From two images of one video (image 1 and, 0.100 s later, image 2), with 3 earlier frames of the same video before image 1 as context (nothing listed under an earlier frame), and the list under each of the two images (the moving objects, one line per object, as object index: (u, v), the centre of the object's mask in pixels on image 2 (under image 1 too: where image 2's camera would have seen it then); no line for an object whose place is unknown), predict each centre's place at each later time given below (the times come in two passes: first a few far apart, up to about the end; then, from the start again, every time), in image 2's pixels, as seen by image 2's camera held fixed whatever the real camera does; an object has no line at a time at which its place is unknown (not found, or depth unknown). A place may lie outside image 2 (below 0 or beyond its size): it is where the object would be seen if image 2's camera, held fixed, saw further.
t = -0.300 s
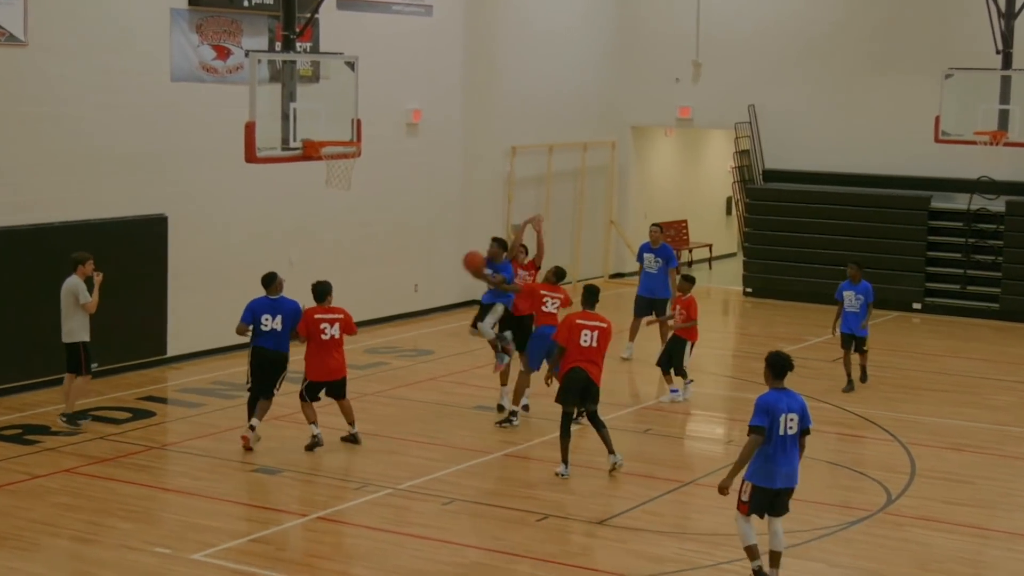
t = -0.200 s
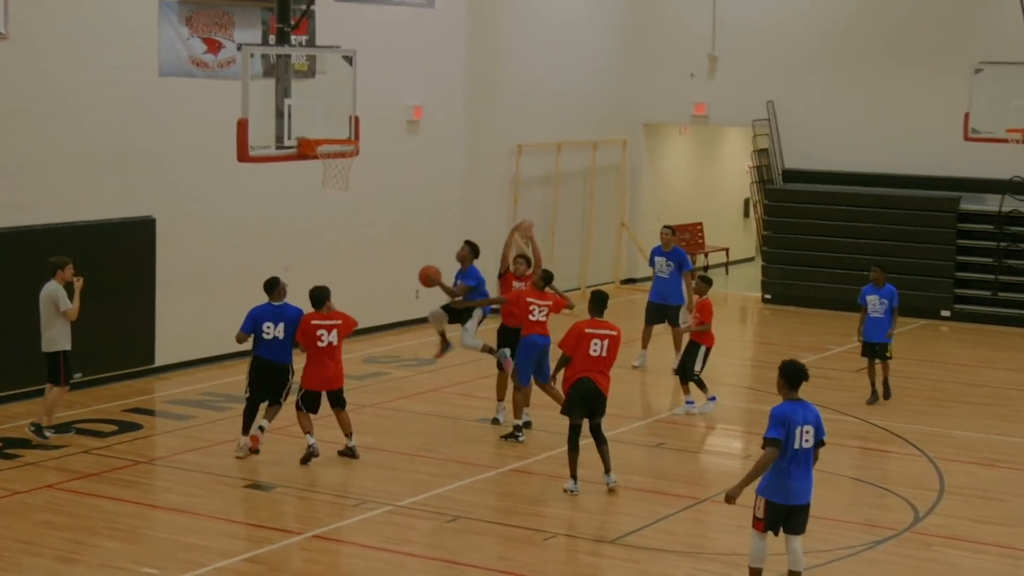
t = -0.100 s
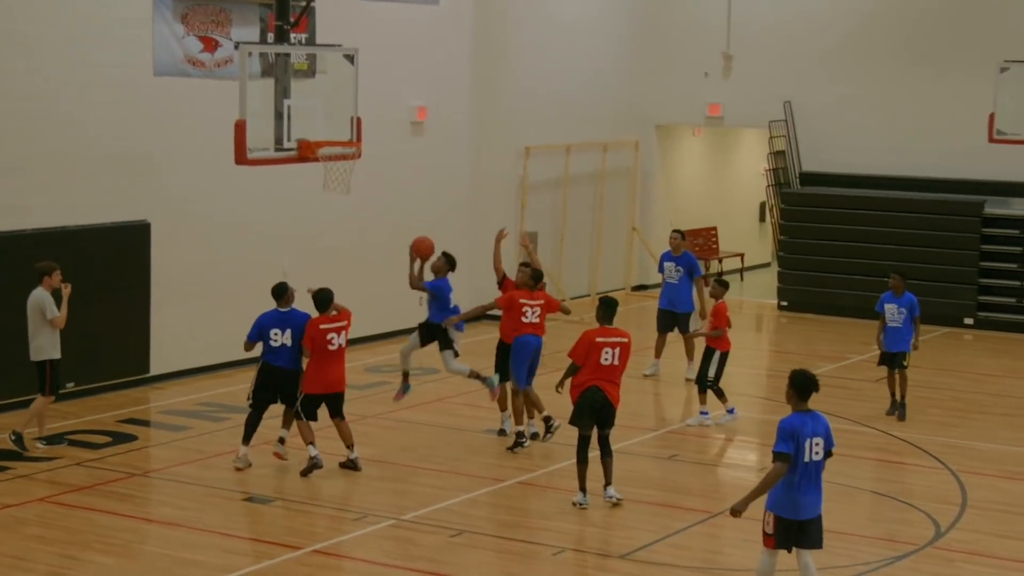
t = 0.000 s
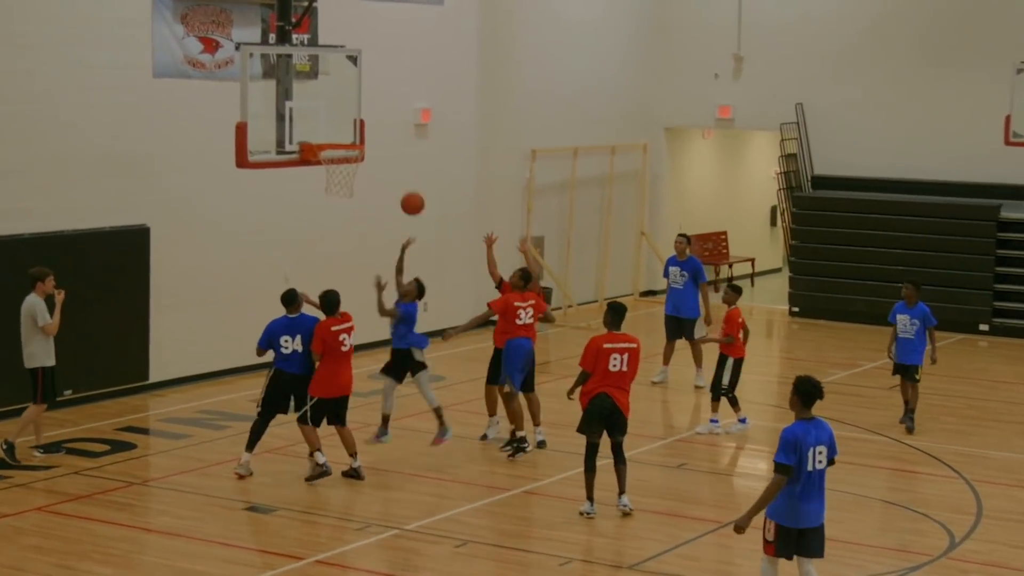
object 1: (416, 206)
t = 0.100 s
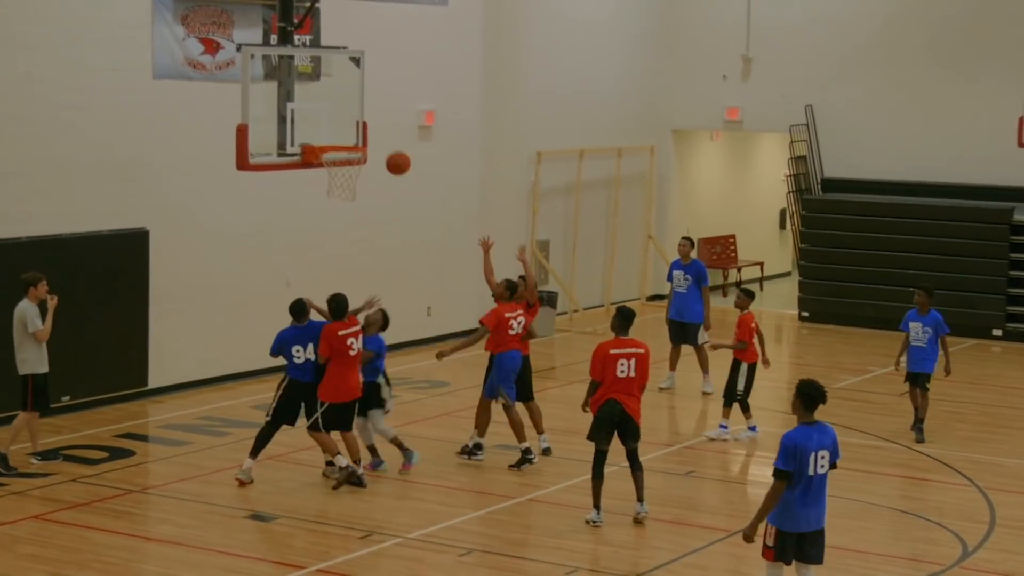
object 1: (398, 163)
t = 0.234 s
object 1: (374, 120)
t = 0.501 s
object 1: (328, 88)
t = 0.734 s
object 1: (334, 134)
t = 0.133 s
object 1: (392, 151)
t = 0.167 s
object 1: (386, 140)
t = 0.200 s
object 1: (380, 130)
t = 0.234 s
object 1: (374, 120)
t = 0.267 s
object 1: (368, 112)
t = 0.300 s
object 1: (361, 105)
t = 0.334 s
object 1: (355, 99)
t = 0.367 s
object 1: (349, 95)
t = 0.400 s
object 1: (342, 91)
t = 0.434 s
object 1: (336, 89)
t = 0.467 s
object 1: (330, 87)
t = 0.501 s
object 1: (328, 88)
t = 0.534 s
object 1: (329, 91)
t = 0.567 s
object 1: (330, 95)
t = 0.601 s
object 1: (331, 101)
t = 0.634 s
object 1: (332, 107)
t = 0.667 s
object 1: (333, 115)
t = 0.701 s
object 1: (334, 124)
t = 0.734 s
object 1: (334, 134)
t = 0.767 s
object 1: (335, 145)
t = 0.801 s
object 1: (340, 155)
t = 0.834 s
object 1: (343, 166)
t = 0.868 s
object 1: (348, 175)
